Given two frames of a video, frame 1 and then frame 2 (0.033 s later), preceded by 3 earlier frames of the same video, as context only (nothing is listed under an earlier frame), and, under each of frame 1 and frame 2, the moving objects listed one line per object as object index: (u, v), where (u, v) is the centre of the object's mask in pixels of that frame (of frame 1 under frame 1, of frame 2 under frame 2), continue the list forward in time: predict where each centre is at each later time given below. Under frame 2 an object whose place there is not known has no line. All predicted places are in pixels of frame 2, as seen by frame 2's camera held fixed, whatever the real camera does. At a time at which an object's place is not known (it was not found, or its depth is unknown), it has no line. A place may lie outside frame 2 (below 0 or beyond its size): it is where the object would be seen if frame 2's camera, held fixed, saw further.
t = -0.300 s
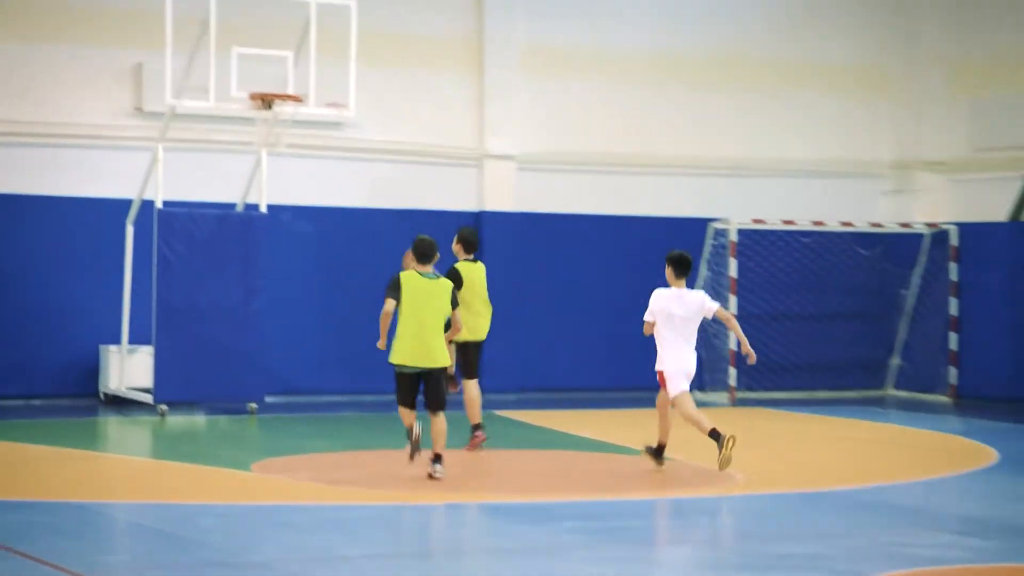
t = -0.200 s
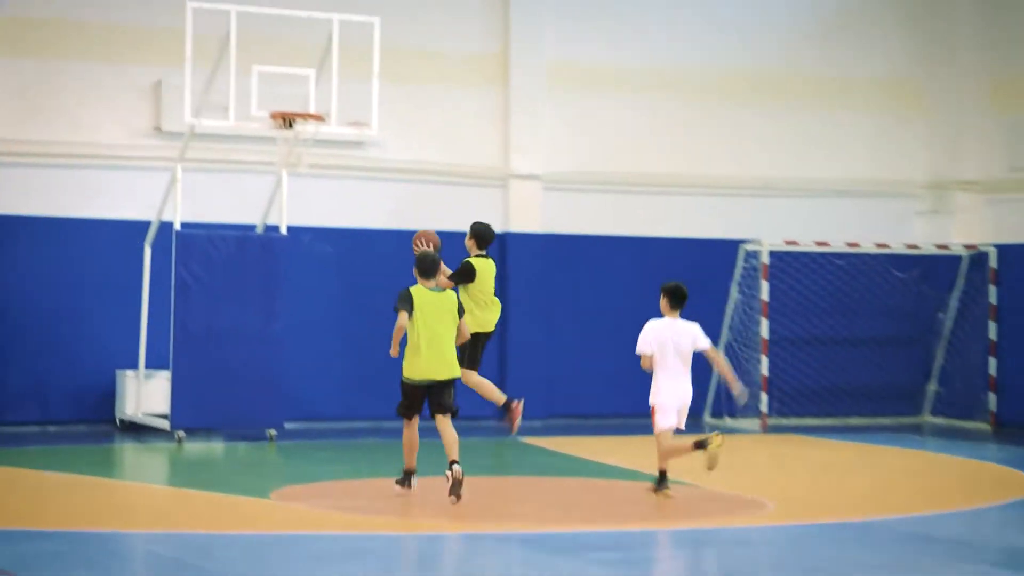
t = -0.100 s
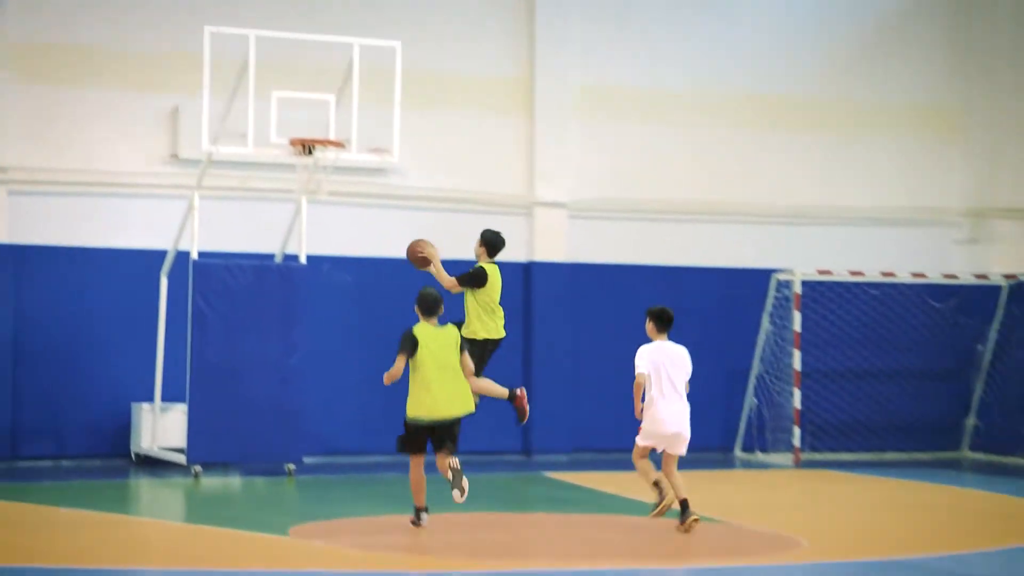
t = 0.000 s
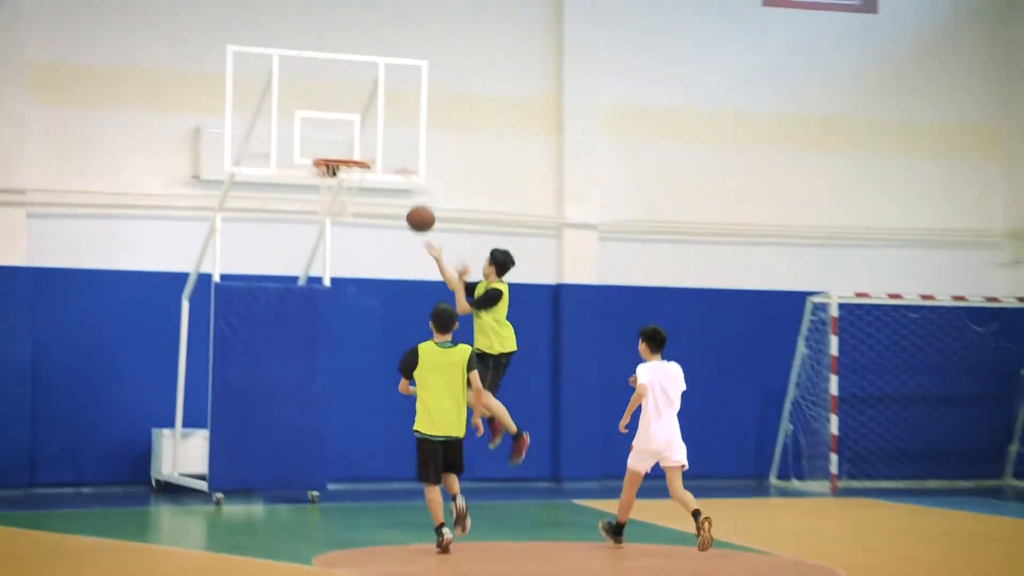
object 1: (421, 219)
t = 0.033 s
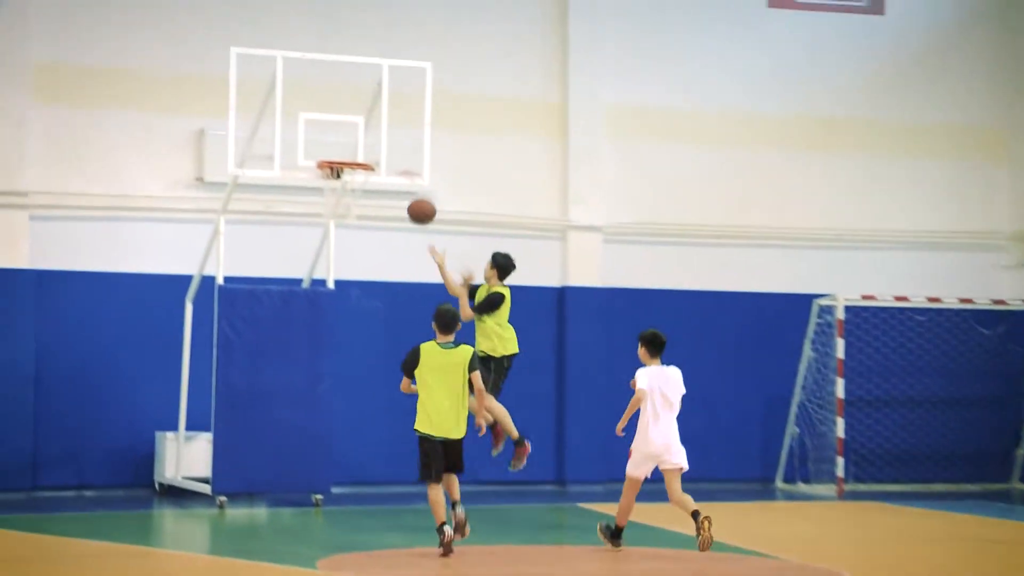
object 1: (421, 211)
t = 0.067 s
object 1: (413, 192)
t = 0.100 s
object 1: (406, 175)
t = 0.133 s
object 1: (400, 160)
